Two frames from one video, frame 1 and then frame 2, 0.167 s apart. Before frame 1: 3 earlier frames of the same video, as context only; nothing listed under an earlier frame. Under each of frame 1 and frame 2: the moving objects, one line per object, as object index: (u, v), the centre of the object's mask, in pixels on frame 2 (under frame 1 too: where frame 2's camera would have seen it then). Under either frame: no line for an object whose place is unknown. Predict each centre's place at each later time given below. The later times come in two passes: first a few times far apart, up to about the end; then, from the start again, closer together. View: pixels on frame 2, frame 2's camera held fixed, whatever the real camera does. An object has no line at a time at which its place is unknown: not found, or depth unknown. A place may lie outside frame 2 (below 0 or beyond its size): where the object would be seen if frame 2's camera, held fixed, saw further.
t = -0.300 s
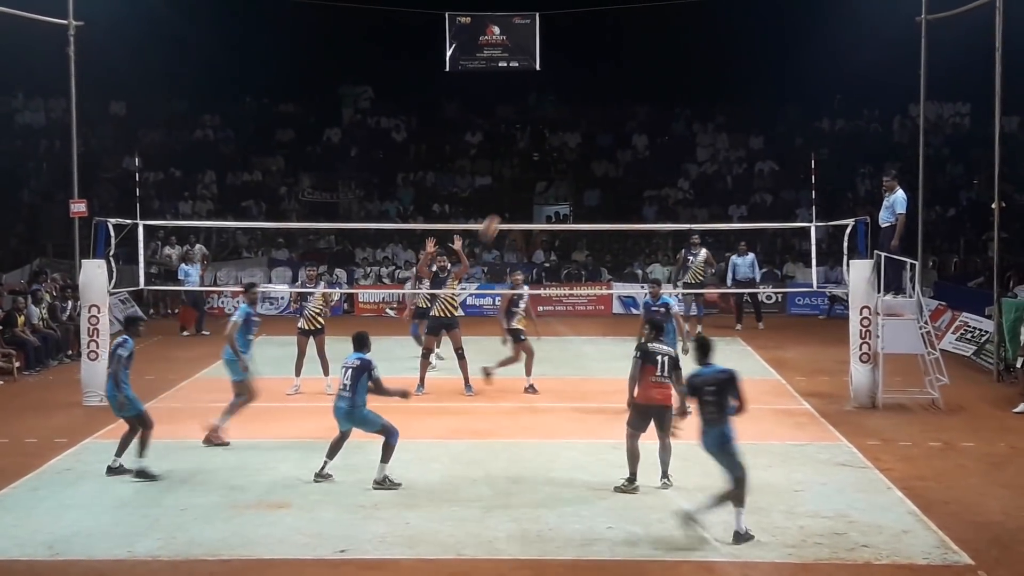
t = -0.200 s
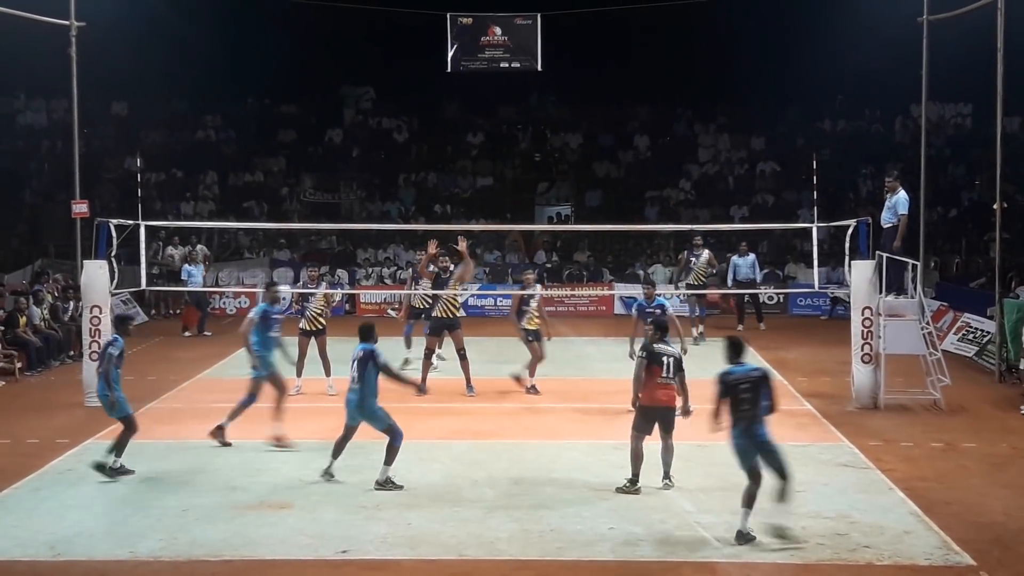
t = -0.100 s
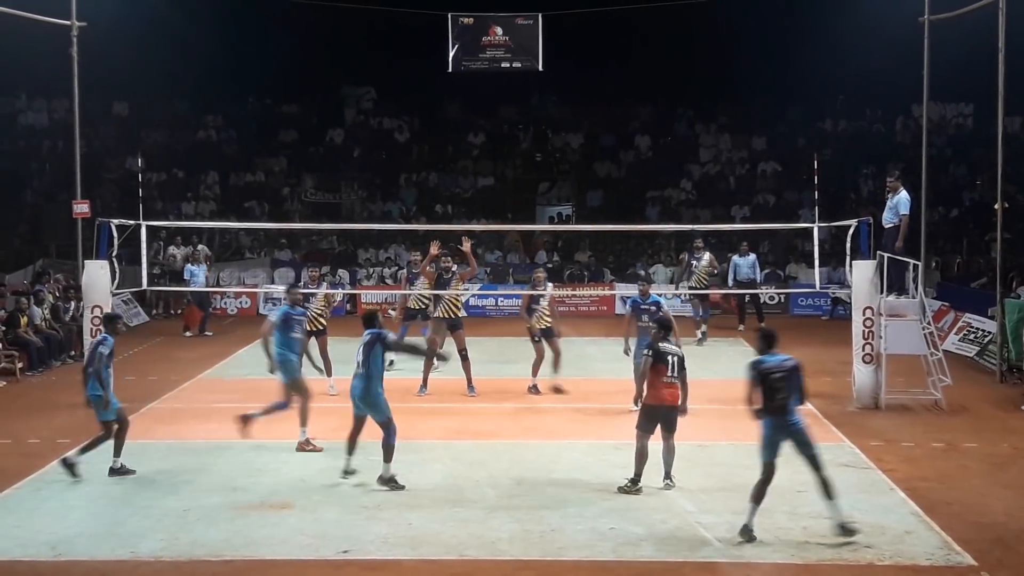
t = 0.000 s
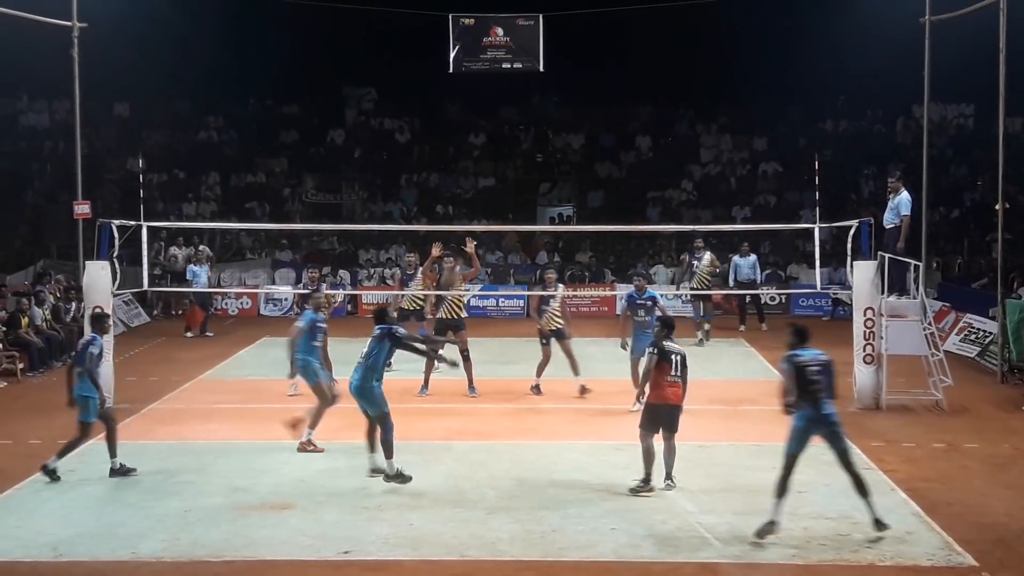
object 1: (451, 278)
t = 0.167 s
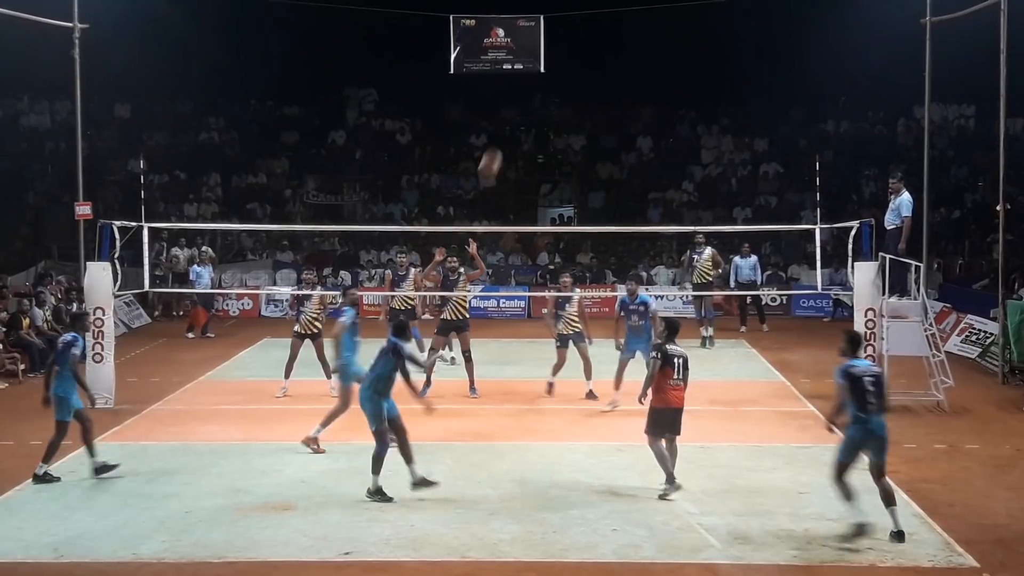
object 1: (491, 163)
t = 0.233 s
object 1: (504, 128)
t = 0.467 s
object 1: (550, 39)
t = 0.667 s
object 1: (584, 7)
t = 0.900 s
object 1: (622, 11)
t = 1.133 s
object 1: (656, 59)
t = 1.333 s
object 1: (682, 131)
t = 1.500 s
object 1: (703, 210)
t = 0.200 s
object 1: (497, 146)
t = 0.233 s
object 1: (504, 128)
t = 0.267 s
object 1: (510, 113)
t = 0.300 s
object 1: (517, 99)
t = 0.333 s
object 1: (524, 84)
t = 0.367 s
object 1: (530, 72)
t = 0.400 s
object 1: (537, 60)
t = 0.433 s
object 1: (544, 49)
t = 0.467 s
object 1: (550, 39)
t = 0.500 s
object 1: (556, 31)
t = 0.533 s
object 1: (561, 24)
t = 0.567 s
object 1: (567, 18)
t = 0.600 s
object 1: (573, 13)
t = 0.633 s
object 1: (579, 9)
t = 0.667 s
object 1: (584, 7)
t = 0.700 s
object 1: (590, 5)
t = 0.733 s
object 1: (596, 4)
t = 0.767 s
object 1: (601, 3)
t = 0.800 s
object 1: (607, 3)
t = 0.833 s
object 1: (612, 4)
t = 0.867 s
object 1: (617, 7)
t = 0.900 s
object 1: (622, 11)
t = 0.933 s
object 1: (627, 15)
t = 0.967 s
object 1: (632, 20)
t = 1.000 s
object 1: (637, 26)
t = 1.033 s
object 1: (642, 33)
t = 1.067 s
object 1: (646, 41)
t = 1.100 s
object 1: (651, 50)
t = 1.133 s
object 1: (656, 59)
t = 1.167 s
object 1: (660, 70)
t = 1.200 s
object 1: (665, 80)
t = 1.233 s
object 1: (669, 92)
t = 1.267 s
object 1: (674, 104)
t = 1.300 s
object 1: (678, 117)
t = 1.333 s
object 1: (682, 131)
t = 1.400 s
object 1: (691, 161)
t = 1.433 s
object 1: (695, 177)
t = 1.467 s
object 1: (699, 193)
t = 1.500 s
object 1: (703, 210)
